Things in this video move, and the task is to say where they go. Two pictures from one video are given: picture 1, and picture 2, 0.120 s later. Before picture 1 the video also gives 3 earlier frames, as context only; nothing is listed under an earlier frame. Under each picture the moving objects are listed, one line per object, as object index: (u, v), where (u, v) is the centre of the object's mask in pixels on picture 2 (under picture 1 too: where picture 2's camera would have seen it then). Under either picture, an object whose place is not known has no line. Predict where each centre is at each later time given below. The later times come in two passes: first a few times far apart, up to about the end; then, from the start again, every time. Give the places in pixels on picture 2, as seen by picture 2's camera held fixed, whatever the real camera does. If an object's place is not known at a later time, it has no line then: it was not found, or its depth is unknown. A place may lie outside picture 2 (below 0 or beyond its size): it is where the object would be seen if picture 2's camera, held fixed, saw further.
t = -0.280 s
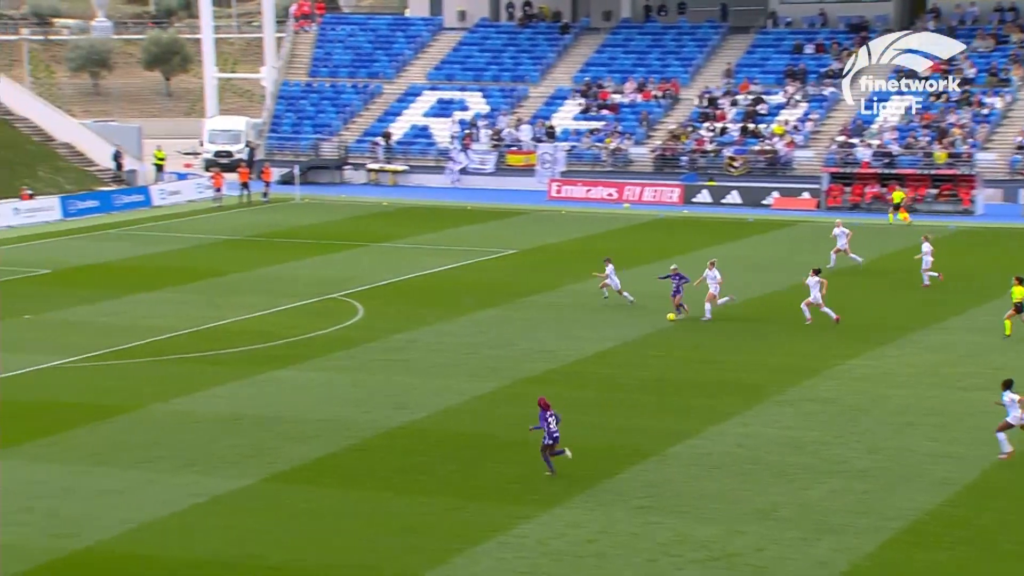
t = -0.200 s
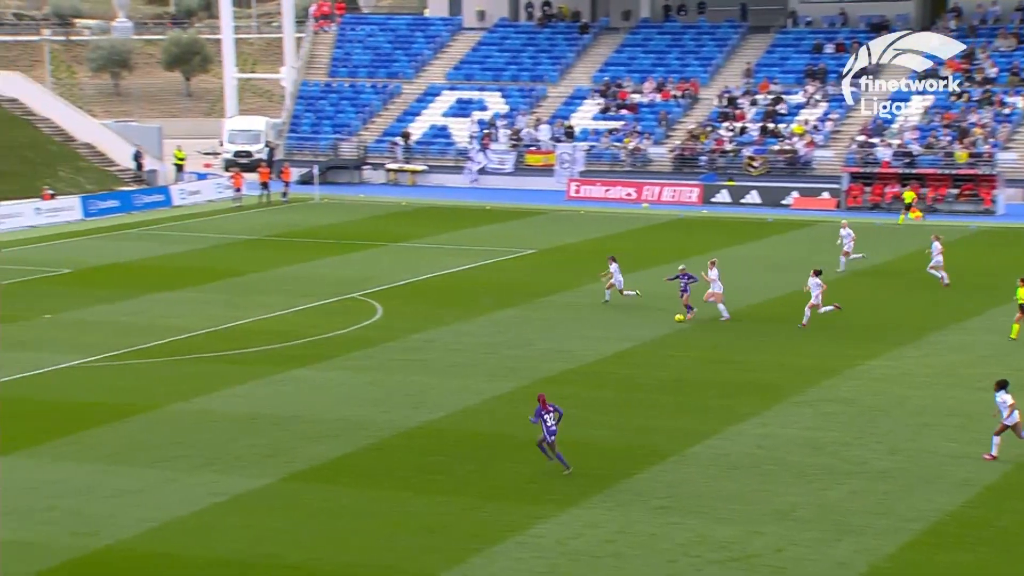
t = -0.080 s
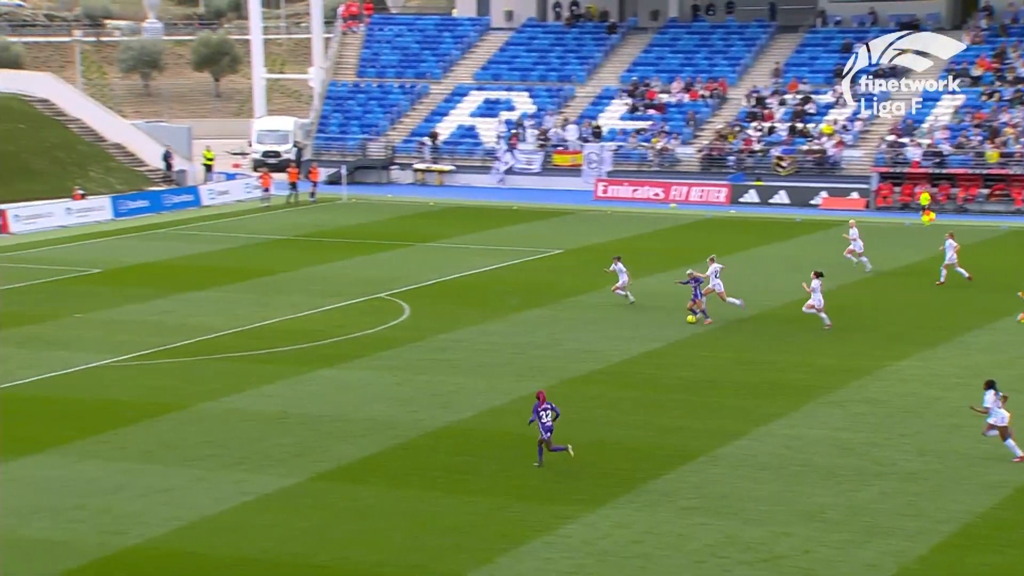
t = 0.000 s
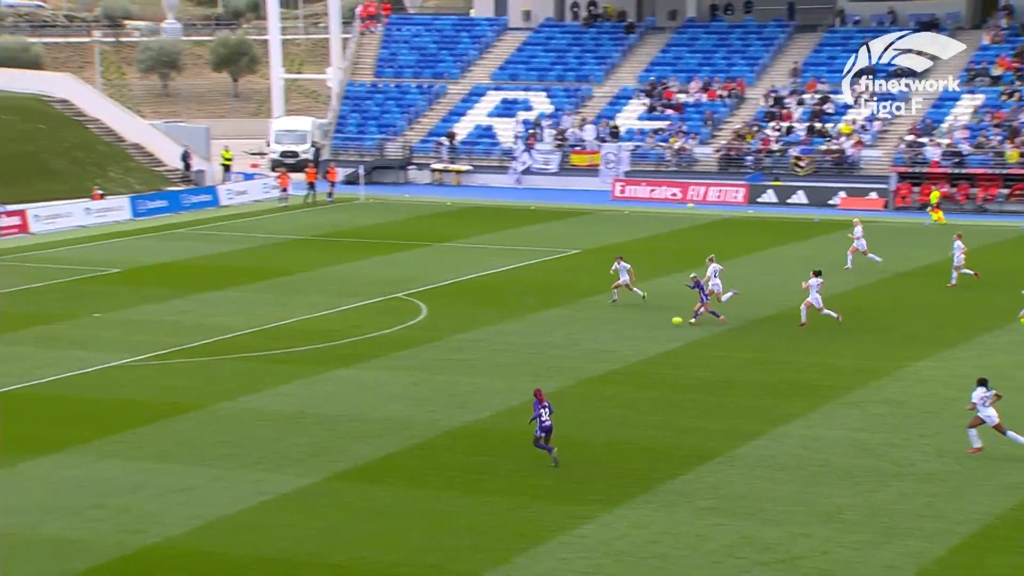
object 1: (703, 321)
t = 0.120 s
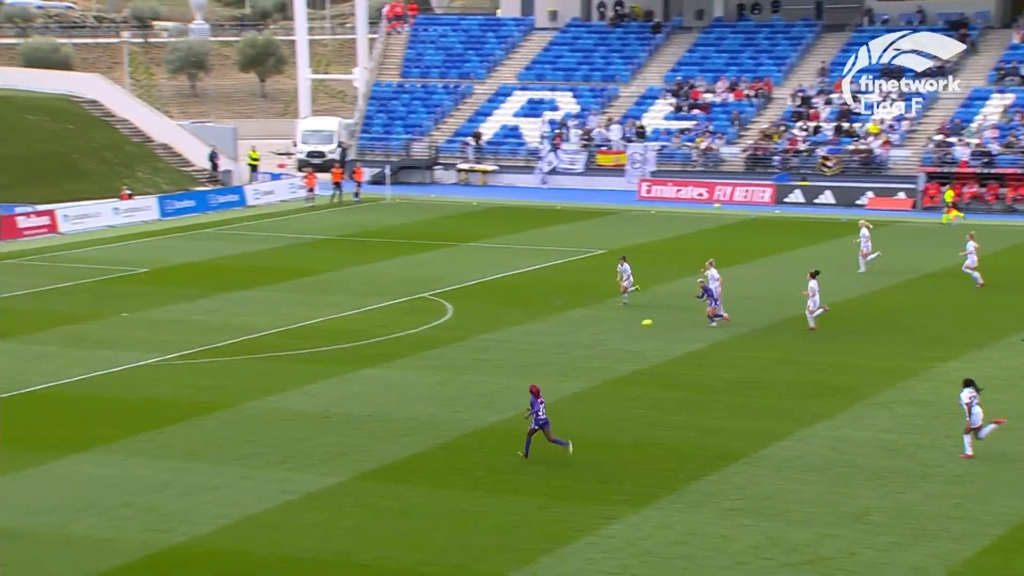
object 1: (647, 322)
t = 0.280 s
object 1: (572, 336)
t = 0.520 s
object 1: (469, 340)
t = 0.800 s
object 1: (354, 356)
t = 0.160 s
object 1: (628, 325)
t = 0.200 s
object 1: (610, 328)
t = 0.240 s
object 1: (591, 331)
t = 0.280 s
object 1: (572, 336)
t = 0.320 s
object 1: (554, 338)
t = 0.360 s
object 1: (537, 337)
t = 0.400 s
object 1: (520, 337)
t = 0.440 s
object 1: (503, 337)
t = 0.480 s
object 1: (486, 338)
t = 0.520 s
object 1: (469, 340)
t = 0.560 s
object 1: (452, 343)
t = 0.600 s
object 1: (435, 346)
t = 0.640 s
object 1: (418, 350)
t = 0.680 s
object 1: (401, 355)
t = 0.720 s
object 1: (385, 356)
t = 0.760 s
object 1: (369, 355)
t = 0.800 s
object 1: (354, 356)
